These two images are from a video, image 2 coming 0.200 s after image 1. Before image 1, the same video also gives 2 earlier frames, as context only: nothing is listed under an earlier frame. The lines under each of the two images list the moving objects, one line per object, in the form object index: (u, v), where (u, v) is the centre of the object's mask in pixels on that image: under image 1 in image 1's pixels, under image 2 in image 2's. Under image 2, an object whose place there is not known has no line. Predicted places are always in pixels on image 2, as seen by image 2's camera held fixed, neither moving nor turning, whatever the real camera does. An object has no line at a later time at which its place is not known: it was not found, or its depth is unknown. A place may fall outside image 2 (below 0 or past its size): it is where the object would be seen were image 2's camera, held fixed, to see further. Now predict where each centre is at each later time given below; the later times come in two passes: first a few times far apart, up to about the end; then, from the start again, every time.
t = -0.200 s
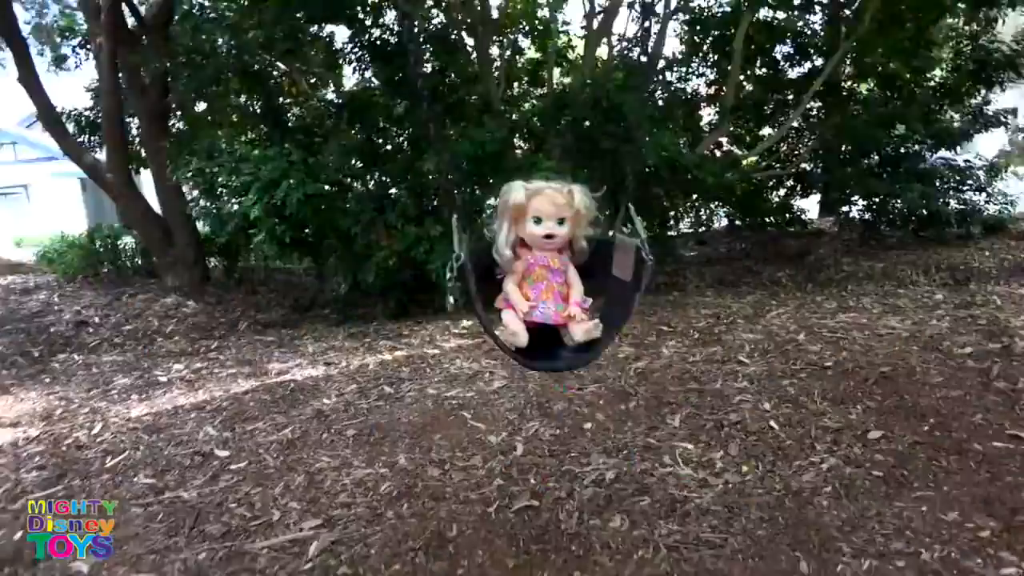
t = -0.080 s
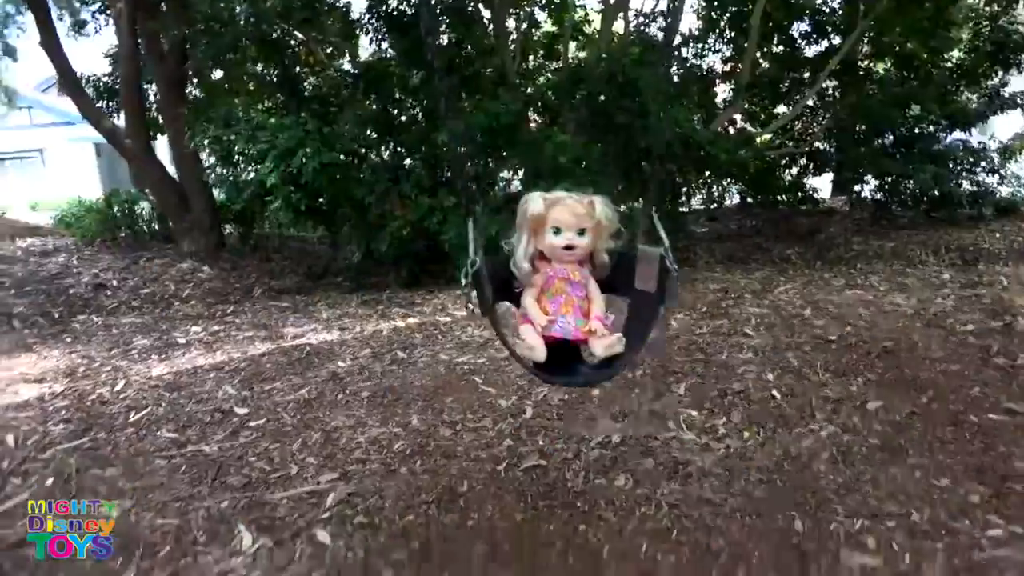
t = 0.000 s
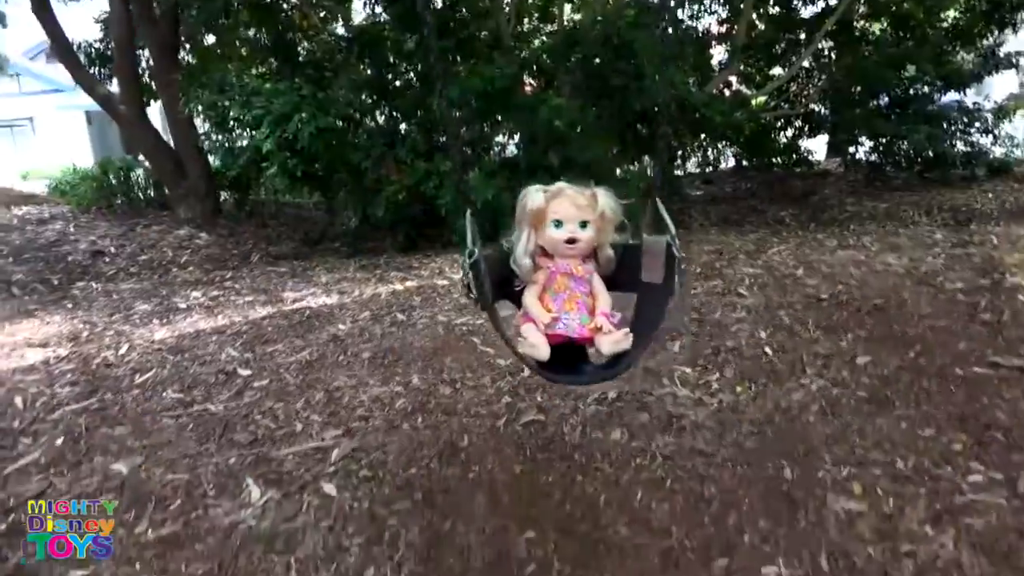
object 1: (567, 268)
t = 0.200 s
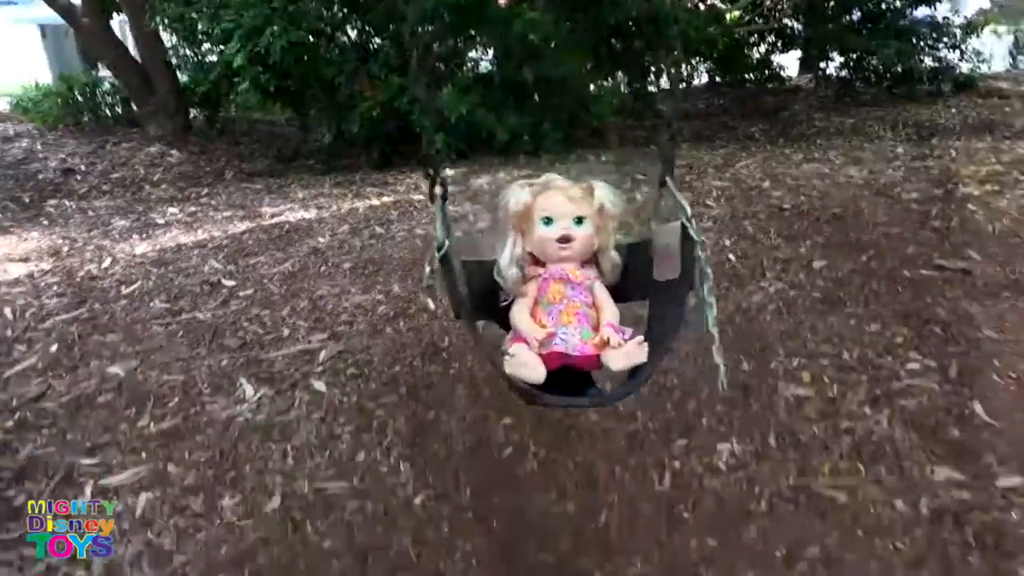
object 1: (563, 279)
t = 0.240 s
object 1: (568, 299)
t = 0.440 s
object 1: (623, 408)
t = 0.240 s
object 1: (568, 299)
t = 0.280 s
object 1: (576, 321)
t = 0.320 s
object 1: (585, 341)
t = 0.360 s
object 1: (595, 363)
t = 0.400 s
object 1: (607, 386)
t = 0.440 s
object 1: (623, 408)
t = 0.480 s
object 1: (640, 429)
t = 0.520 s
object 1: (658, 449)
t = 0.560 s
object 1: (678, 466)
